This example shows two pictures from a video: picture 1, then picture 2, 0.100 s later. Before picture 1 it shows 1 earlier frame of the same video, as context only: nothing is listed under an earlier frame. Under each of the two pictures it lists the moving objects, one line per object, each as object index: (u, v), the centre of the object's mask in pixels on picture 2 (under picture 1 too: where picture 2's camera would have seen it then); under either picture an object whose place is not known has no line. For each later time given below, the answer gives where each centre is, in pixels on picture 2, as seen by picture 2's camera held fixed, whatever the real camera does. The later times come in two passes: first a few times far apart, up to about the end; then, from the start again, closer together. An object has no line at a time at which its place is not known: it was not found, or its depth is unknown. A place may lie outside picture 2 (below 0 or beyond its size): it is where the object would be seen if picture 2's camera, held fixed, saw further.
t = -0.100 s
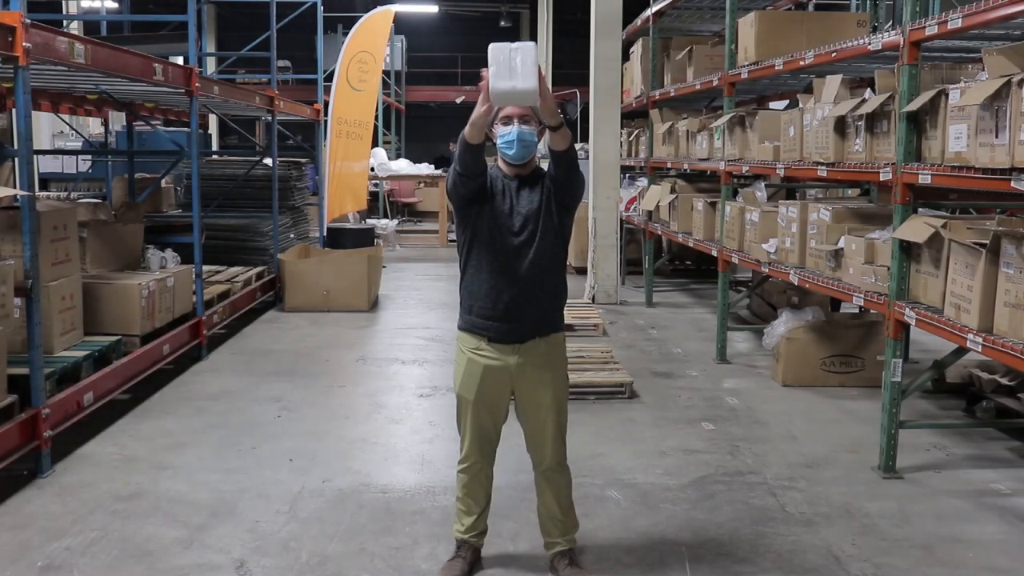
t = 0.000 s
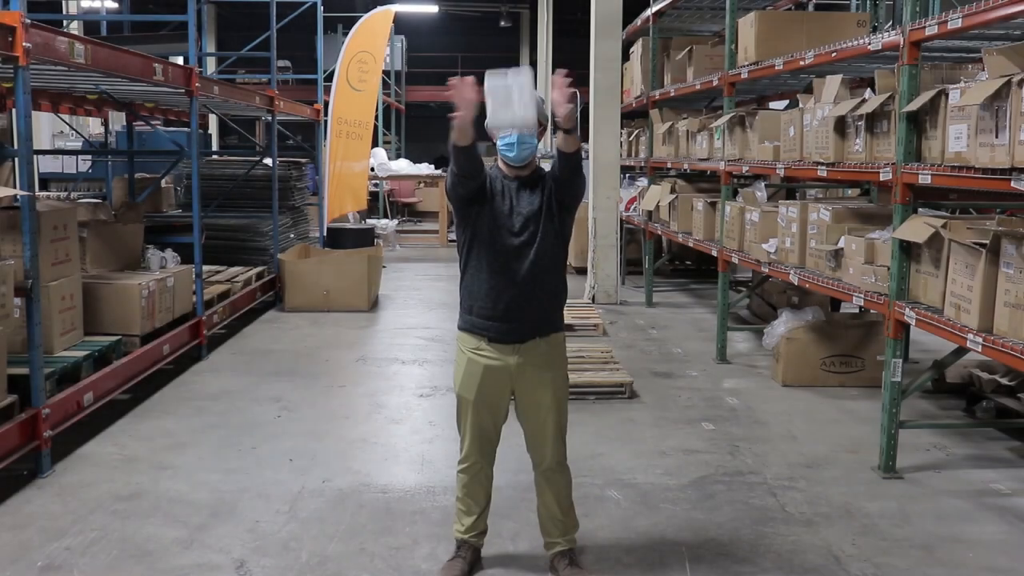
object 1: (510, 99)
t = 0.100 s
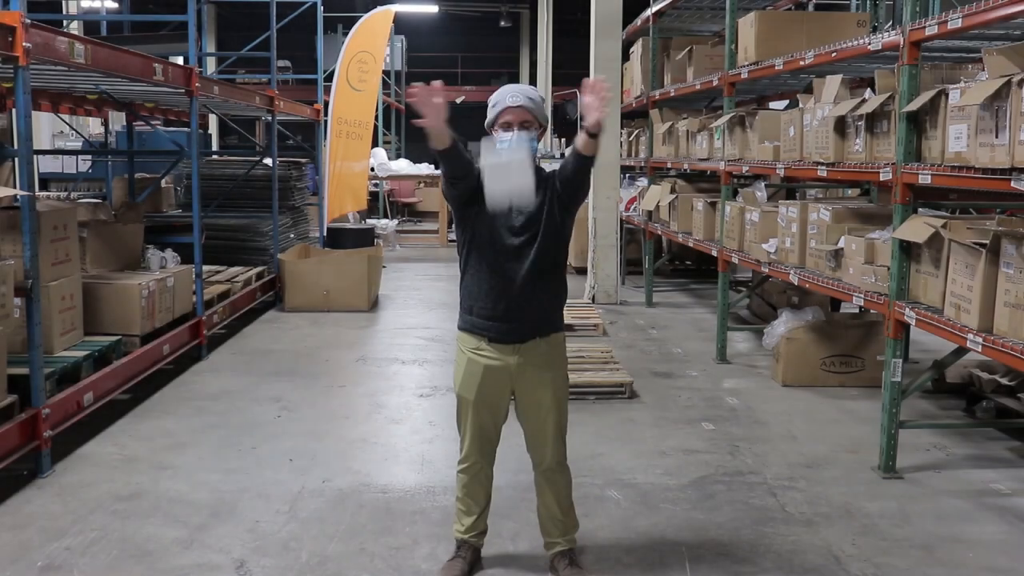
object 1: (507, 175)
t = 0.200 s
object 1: (504, 280)
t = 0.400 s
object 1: (494, 557)
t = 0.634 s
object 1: (590, 569)
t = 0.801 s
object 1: (656, 564)
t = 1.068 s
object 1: (722, 537)
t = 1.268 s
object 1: (742, 521)
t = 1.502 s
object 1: (754, 534)
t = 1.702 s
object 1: (769, 539)
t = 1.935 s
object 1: (770, 540)
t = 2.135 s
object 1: (770, 540)
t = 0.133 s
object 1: (506, 204)
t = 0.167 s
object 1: (506, 240)
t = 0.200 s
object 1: (504, 280)
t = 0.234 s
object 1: (504, 321)
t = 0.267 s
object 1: (498, 367)
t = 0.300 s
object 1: (496, 405)
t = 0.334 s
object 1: (495, 463)
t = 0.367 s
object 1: (499, 527)
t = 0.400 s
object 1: (494, 557)
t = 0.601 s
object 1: (580, 570)
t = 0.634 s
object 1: (590, 569)
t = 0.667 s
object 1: (603, 570)
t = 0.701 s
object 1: (617, 573)
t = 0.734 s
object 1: (630, 568)
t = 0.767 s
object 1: (643, 565)
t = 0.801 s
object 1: (656, 564)
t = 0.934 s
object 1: (696, 556)
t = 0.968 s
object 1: (703, 552)
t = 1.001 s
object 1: (708, 548)
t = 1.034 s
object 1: (713, 541)
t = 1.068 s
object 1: (722, 537)
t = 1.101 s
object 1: (729, 537)
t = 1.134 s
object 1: (734, 539)
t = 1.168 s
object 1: (737, 532)
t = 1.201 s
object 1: (739, 524)
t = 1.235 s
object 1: (741, 522)
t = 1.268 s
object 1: (742, 521)
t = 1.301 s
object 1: (743, 524)
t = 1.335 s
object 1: (744, 527)
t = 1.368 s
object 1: (745, 526)
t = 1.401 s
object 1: (747, 527)
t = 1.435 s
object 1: (749, 529)
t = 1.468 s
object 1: (751, 531)
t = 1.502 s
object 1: (754, 534)
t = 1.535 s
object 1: (759, 536)
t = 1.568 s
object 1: (763, 536)
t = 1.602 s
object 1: (766, 537)
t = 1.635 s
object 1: (768, 537)
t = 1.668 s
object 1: (768, 538)
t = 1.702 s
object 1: (769, 539)
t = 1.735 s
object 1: (770, 539)
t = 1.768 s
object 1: (770, 539)
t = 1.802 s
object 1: (770, 539)
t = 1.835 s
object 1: (770, 539)
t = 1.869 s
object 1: (770, 539)
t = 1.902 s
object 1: (770, 539)
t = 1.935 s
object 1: (770, 540)
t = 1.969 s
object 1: (770, 539)
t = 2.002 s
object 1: (770, 539)
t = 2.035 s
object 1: (770, 539)
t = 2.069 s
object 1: (770, 540)
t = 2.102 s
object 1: (770, 539)
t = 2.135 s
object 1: (770, 540)
